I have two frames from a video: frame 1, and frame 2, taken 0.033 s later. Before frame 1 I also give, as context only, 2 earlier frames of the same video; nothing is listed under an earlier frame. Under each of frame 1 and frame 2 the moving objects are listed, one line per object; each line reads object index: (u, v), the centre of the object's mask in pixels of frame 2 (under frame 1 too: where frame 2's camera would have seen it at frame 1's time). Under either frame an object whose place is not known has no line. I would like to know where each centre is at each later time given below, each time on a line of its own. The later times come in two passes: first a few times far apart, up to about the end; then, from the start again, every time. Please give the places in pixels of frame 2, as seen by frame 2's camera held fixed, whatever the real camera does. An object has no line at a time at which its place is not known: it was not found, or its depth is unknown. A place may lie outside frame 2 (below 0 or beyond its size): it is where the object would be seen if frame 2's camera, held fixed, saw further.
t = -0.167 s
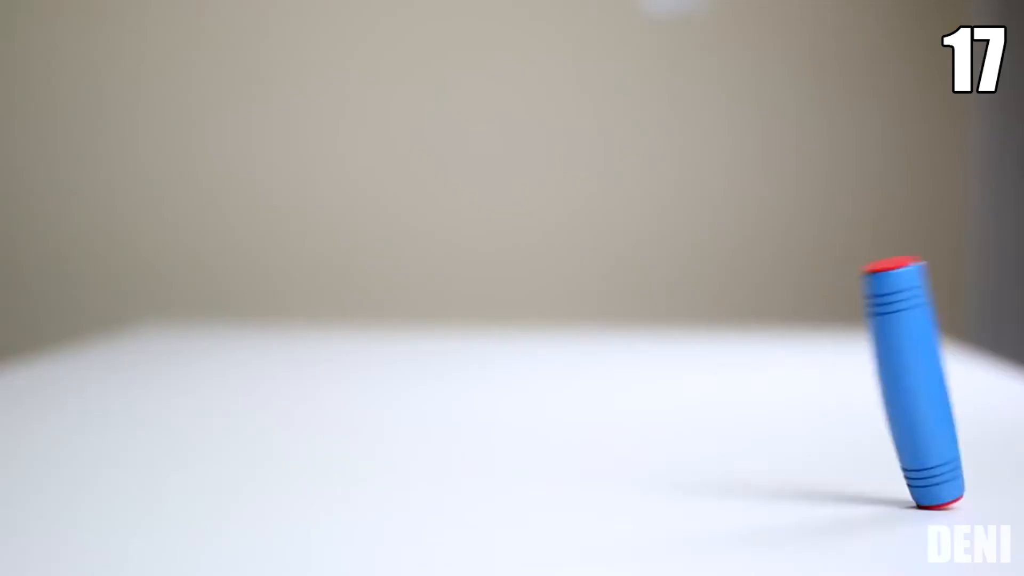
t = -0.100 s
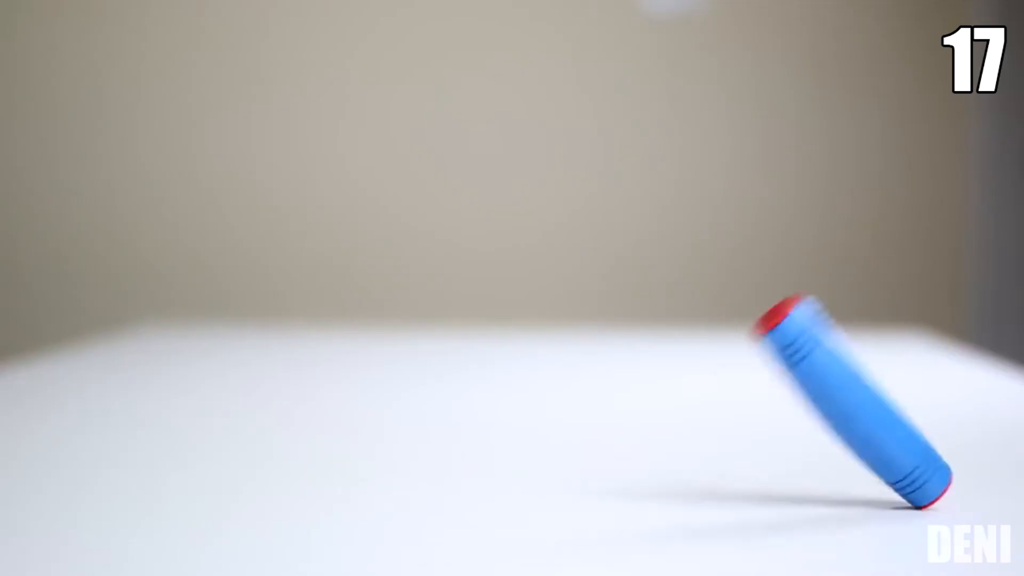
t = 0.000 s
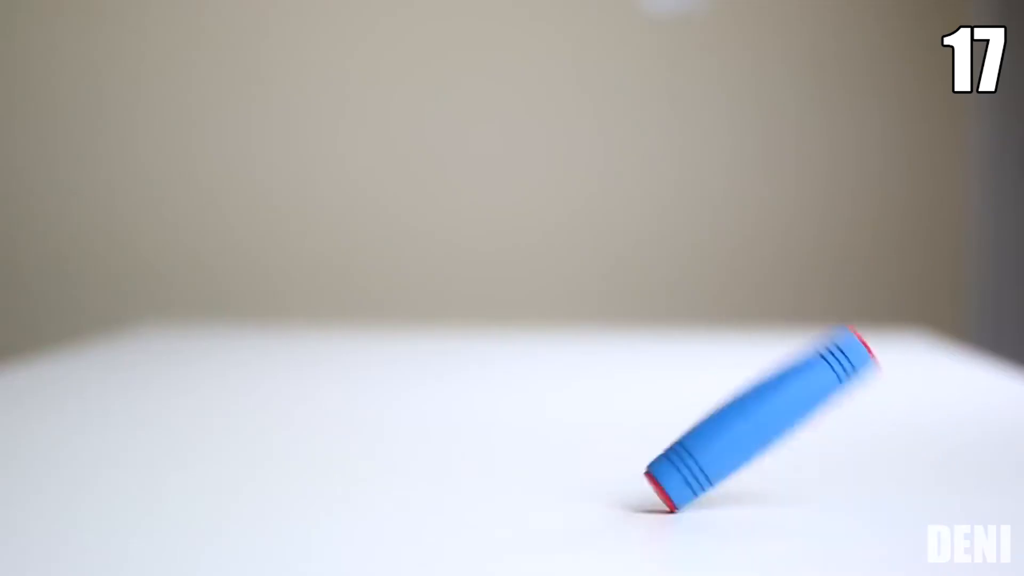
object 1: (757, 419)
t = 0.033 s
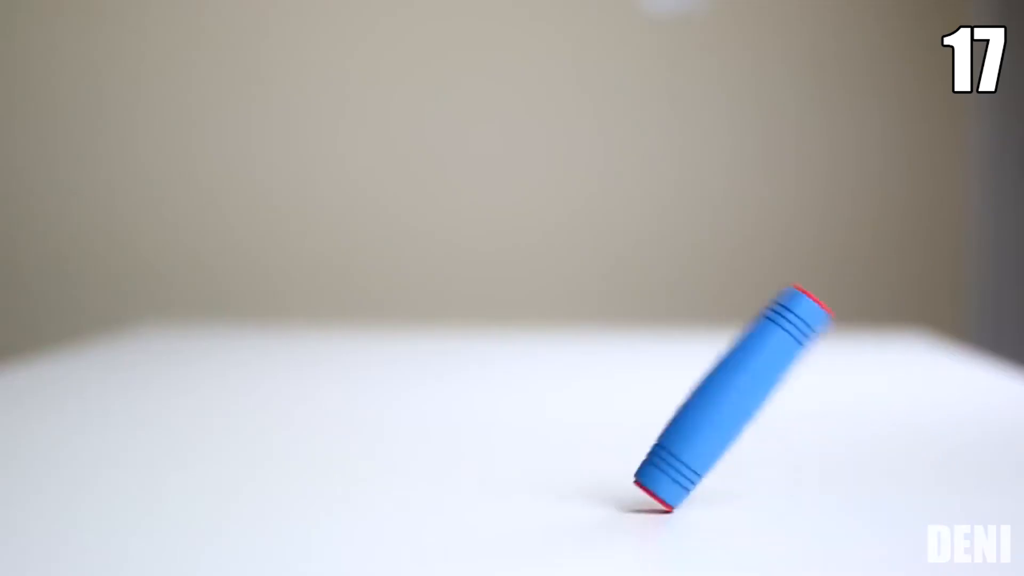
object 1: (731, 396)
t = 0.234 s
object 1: (604, 382)
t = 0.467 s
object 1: (411, 388)
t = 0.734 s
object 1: (357, 379)
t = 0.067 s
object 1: (706, 386)
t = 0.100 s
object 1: (685, 382)
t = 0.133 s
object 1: (665, 382)
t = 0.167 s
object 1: (645, 384)
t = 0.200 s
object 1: (624, 381)
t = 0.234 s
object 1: (604, 382)
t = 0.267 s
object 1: (581, 387)
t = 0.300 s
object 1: (552, 400)
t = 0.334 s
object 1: (518, 430)
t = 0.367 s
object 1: (476, 465)
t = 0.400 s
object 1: (456, 425)
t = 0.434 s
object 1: (432, 400)
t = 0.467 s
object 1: (411, 388)
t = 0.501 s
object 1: (395, 383)
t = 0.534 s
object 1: (384, 381)
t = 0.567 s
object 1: (376, 380)
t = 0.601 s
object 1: (371, 379)
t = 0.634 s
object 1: (367, 379)
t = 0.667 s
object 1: (364, 379)
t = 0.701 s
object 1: (361, 379)
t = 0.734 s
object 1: (357, 379)
